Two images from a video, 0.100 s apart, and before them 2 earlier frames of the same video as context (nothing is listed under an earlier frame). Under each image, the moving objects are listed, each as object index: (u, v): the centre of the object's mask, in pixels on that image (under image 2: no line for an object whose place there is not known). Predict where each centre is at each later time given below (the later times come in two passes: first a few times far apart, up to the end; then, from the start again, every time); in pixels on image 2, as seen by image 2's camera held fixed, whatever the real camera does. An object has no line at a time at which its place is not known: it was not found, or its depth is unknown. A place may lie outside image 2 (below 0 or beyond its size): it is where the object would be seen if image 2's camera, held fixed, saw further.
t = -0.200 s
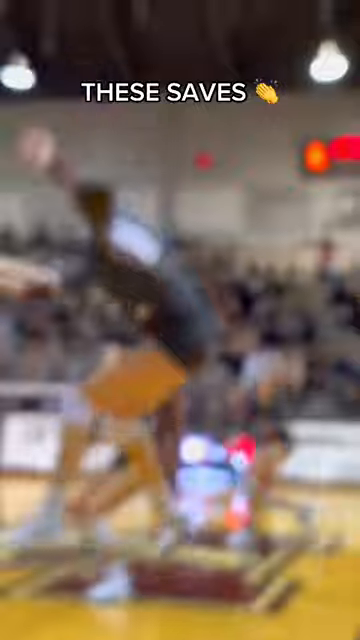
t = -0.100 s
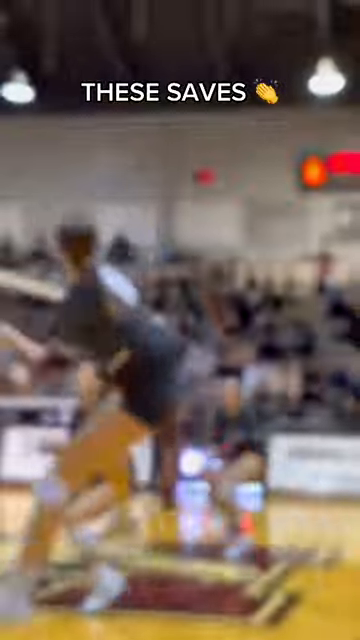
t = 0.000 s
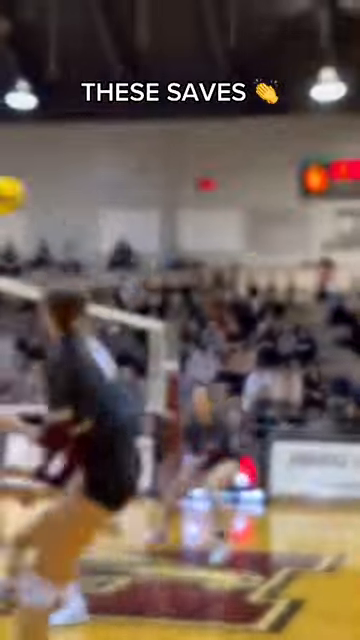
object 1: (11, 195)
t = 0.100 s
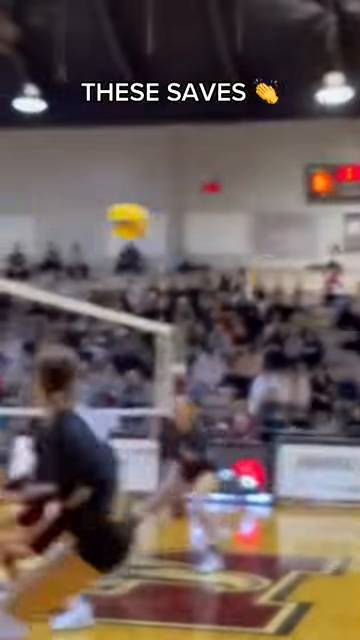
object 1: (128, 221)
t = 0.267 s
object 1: (301, 289)
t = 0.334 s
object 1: (360, 325)
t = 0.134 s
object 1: (166, 232)
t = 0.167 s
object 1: (200, 245)
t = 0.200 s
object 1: (235, 260)
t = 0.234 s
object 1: (267, 273)
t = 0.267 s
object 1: (301, 289)
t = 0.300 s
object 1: (331, 306)
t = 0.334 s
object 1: (360, 325)
